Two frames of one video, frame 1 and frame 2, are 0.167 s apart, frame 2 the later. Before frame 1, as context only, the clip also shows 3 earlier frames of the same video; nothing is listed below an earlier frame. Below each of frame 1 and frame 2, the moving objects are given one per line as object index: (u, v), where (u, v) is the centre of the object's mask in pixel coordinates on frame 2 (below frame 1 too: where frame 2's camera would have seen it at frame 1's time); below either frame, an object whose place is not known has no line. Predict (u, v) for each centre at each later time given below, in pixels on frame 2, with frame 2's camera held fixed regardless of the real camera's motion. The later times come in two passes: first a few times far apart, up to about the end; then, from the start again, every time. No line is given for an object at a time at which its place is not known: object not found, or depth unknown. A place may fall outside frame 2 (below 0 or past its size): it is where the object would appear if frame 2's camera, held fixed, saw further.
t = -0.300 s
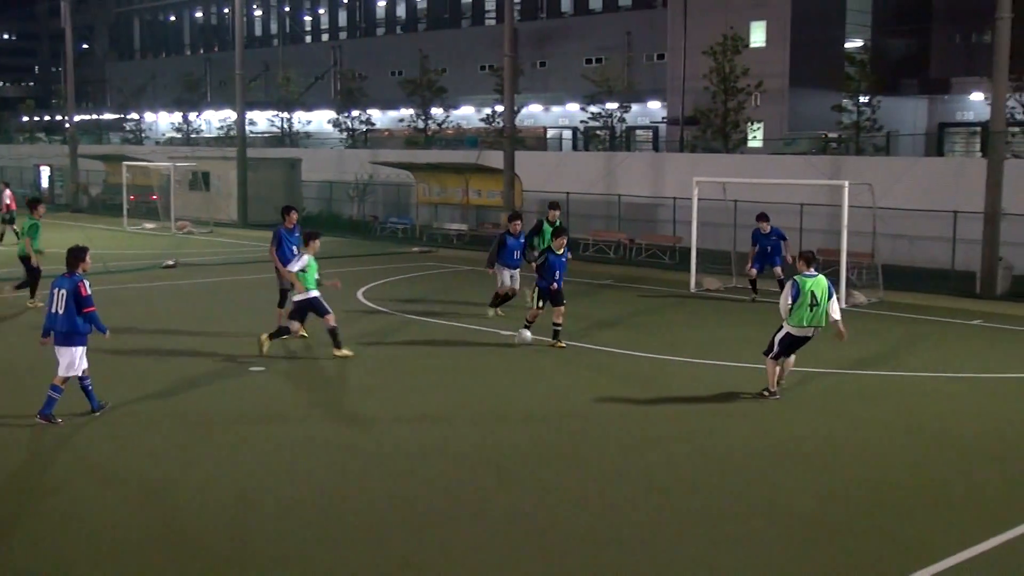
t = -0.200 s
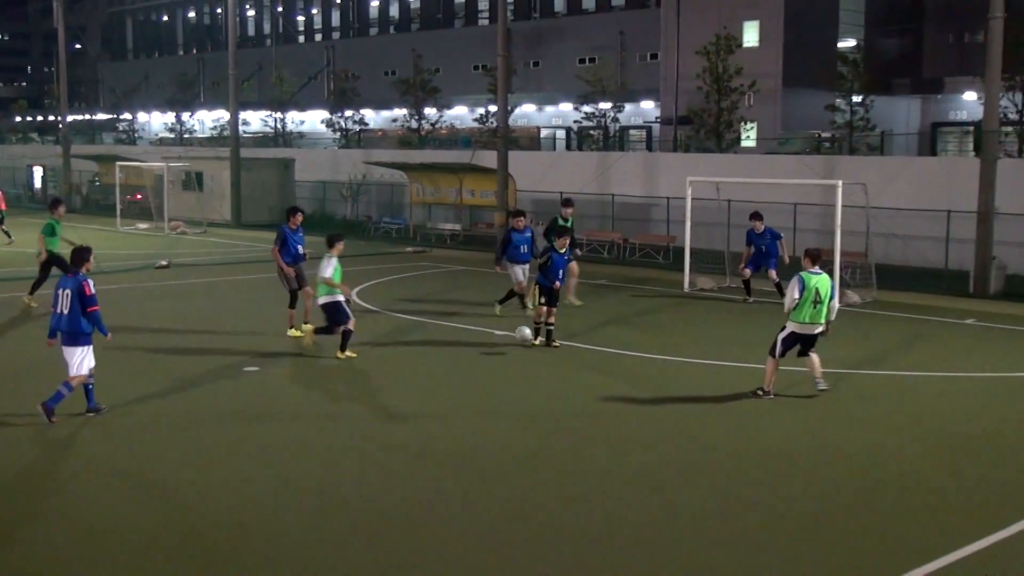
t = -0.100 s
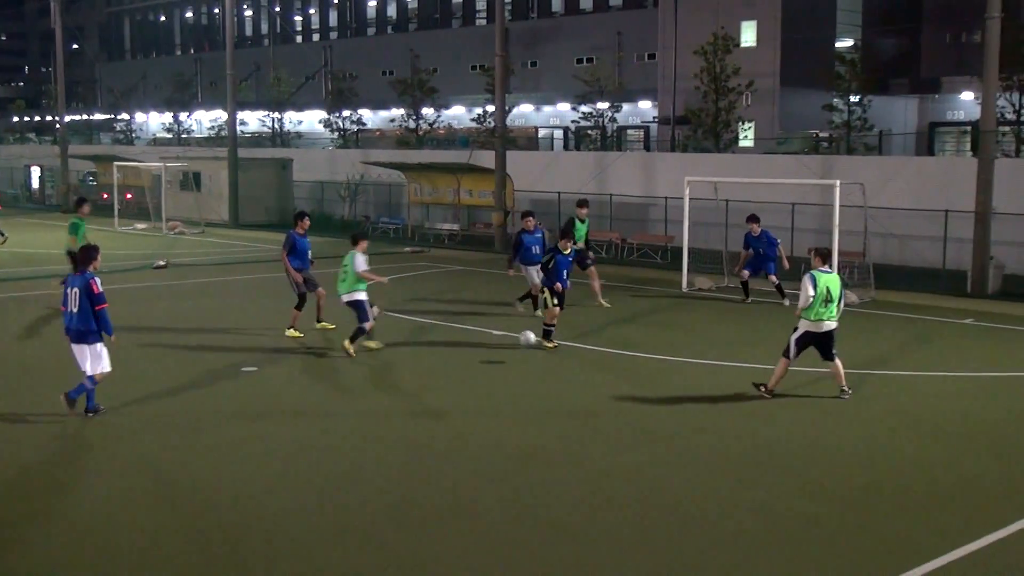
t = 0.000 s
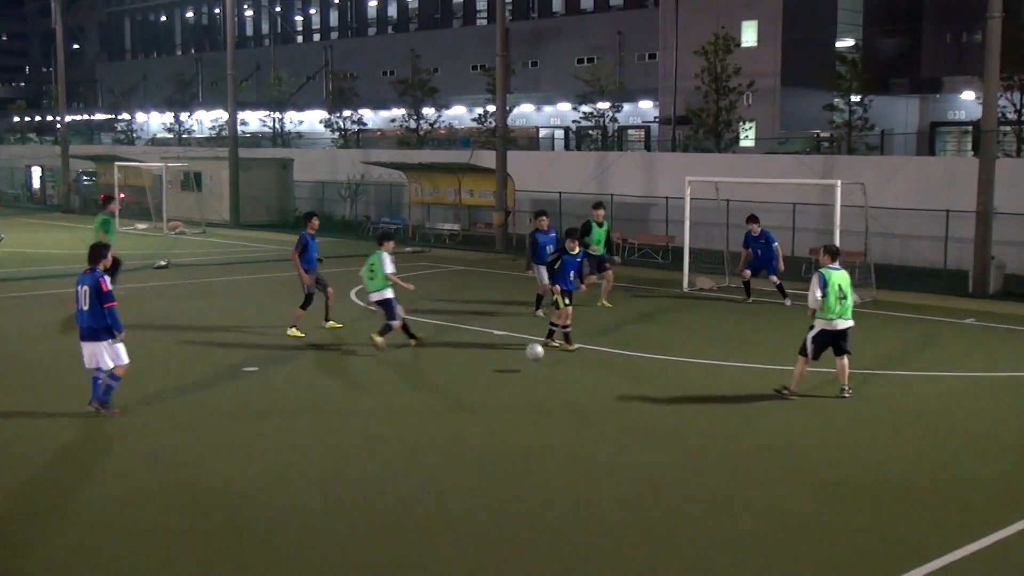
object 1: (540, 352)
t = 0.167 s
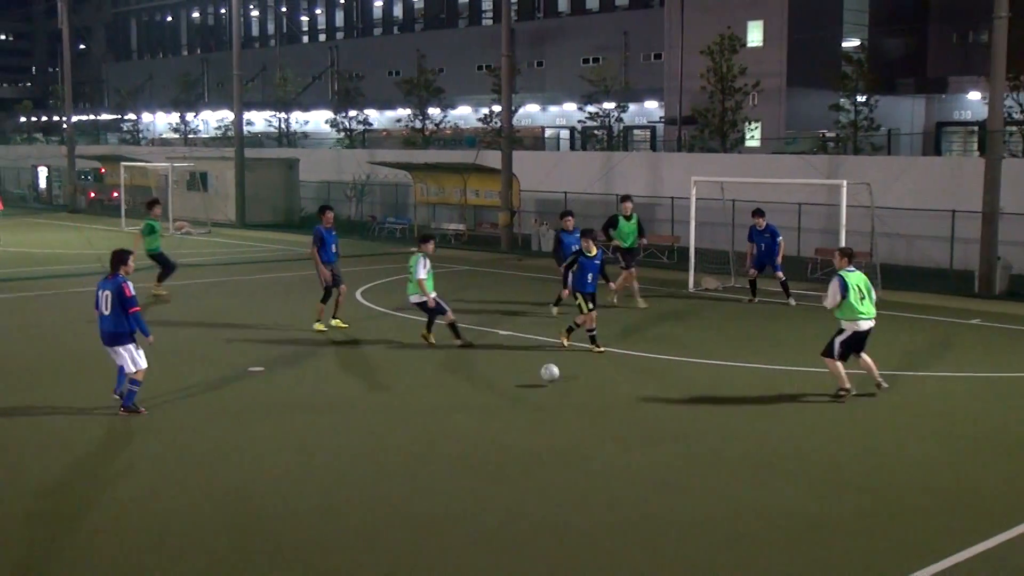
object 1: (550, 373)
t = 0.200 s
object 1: (551, 375)
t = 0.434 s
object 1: (559, 394)
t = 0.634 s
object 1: (561, 406)
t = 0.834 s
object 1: (564, 418)
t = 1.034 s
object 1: (568, 431)
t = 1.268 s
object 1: (575, 446)
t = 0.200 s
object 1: (551, 375)
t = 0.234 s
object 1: (552, 379)
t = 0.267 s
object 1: (554, 383)
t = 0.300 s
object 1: (555, 386)
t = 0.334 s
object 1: (556, 388)
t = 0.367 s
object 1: (557, 390)
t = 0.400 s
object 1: (558, 393)
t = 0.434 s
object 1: (559, 394)
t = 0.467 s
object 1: (559, 396)
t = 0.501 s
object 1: (559, 398)
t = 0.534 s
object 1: (559, 400)
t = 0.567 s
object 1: (560, 402)
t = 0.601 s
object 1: (560, 404)
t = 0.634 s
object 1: (561, 406)
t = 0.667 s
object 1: (561, 408)
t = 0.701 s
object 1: (562, 410)
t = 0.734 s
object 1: (563, 412)
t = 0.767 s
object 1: (563, 414)
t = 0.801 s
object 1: (564, 415)
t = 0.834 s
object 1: (564, 418)
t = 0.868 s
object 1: (565, 419)
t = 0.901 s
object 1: (565, 422)
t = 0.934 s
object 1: (566, 424)
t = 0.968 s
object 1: (567, 426)
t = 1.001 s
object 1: (568, 428)
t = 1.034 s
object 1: (568, 431)
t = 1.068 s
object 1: (569, 432)
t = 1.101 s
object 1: (570, 435)
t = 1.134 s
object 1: (571, 437)
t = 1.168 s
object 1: (572, 439)
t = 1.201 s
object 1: (573, 442)
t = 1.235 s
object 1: (574, 444)
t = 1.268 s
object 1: (575, 446)
